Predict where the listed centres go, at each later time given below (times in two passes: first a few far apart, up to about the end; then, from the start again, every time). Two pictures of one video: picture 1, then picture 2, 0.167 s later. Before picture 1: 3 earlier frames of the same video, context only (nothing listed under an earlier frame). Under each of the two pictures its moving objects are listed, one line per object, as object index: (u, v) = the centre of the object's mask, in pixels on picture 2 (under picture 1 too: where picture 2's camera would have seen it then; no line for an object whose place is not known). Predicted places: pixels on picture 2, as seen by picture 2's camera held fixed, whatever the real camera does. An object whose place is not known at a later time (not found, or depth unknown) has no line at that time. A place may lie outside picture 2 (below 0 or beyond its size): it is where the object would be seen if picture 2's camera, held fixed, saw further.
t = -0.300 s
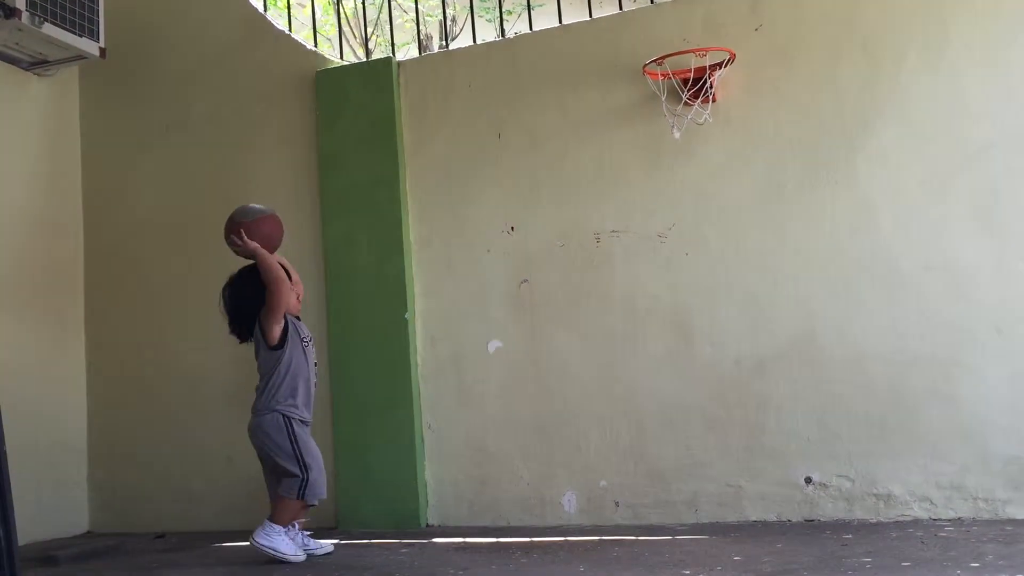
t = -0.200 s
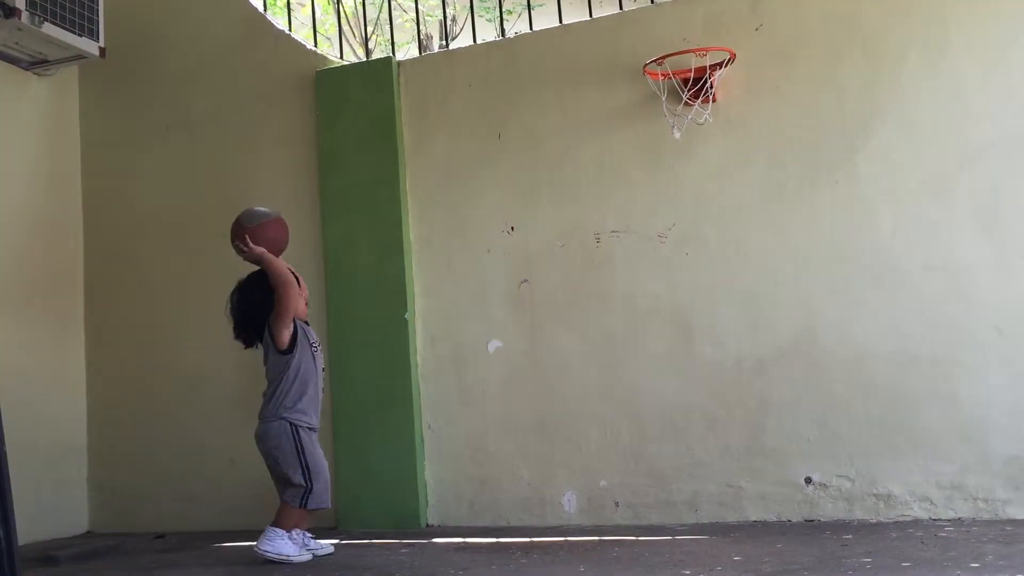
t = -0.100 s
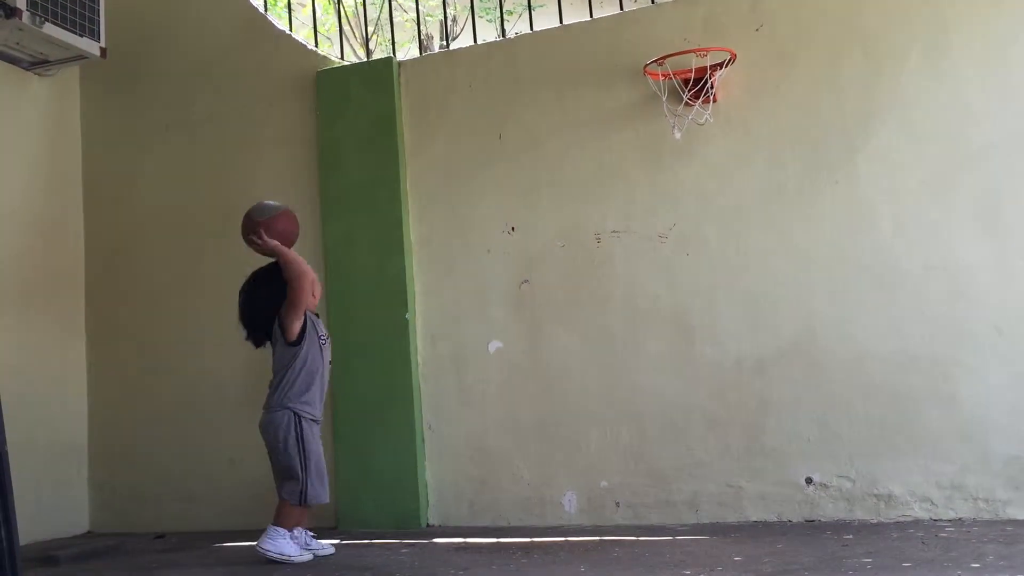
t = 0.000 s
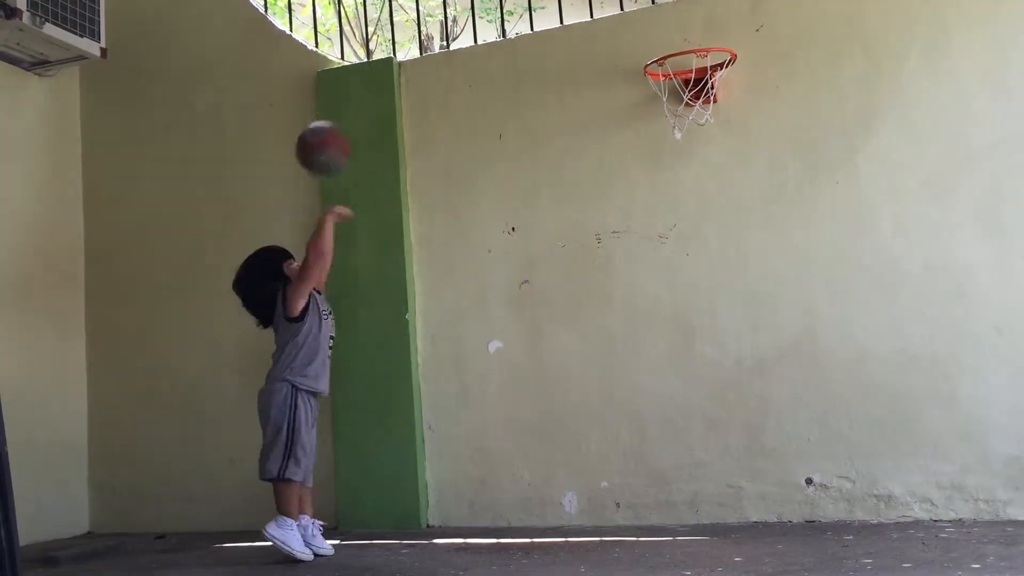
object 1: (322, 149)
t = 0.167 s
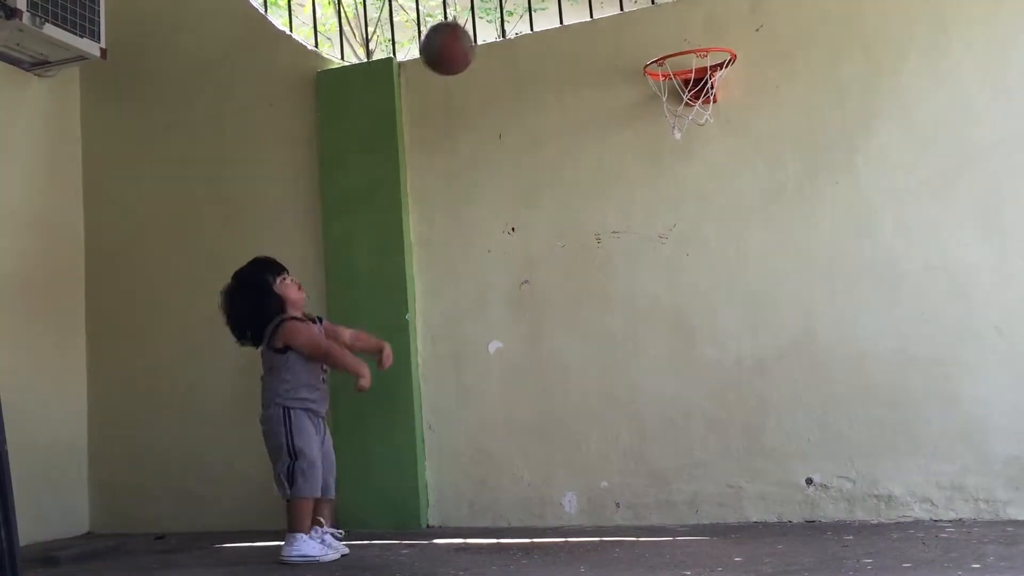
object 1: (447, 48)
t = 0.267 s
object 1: (523, 26)
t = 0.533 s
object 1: (635, 26)
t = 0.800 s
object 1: (650, 159)
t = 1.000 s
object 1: (683, 482)
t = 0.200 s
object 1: (472, 38)
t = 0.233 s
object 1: (498, 30)
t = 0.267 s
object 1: (523, 26)
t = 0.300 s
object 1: (550, 26)
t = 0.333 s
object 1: (576, 28)
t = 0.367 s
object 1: (603, 33)
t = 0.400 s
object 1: (630, 42)
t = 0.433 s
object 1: (635, 38)
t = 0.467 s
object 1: (634, 30)
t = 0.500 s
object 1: (634, 27)
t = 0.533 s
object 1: (635, 26)
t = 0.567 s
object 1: (635, 28)
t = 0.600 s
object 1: (636, 34)
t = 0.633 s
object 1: (637, 45)
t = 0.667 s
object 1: (638, 58)
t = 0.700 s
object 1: (641, 77)
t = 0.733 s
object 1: (643, 99)
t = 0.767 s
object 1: (646, 126)
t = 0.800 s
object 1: (650, 159)
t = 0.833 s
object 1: (654, 196)
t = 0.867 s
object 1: (659, 239)
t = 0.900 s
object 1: (664, 289)
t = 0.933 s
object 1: (669, 345)
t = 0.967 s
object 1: (676, 409)
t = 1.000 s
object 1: (683, 482)
